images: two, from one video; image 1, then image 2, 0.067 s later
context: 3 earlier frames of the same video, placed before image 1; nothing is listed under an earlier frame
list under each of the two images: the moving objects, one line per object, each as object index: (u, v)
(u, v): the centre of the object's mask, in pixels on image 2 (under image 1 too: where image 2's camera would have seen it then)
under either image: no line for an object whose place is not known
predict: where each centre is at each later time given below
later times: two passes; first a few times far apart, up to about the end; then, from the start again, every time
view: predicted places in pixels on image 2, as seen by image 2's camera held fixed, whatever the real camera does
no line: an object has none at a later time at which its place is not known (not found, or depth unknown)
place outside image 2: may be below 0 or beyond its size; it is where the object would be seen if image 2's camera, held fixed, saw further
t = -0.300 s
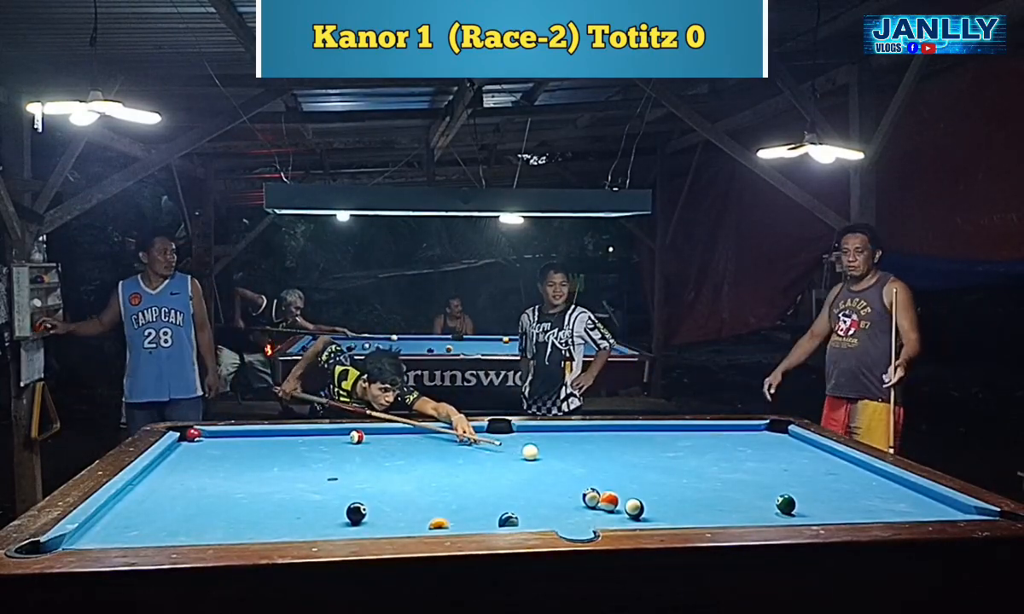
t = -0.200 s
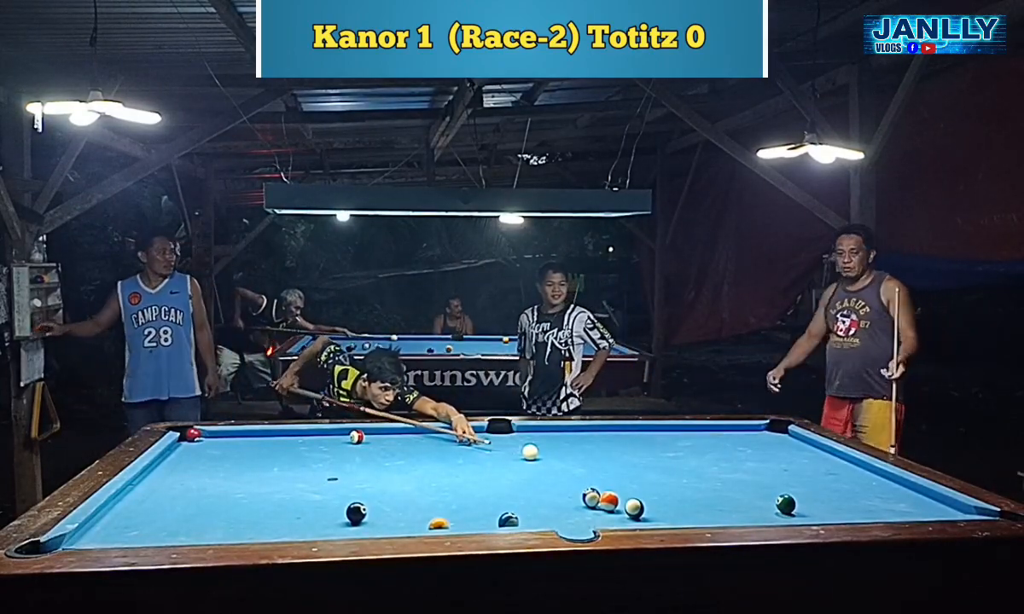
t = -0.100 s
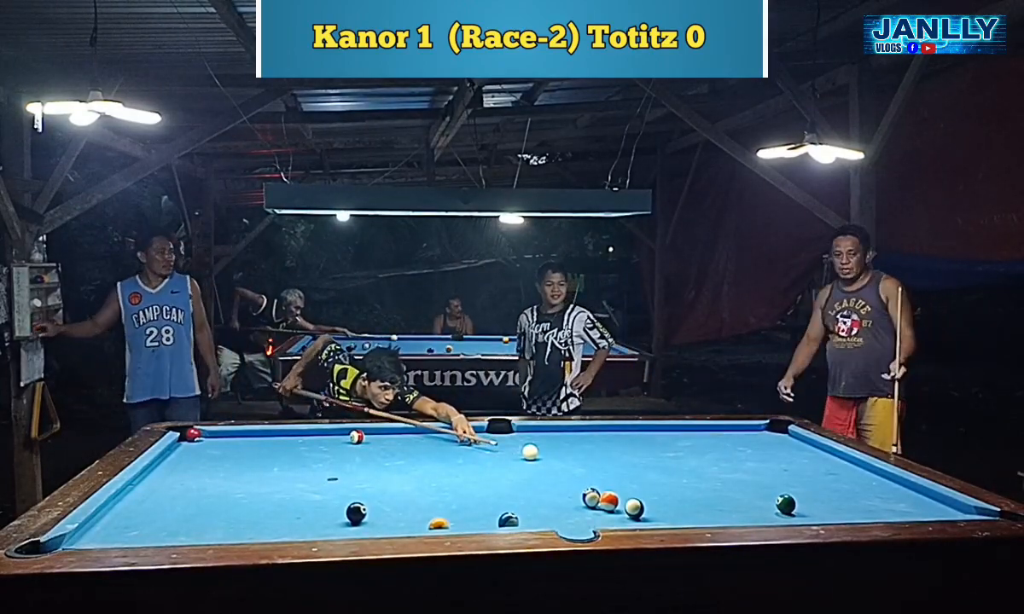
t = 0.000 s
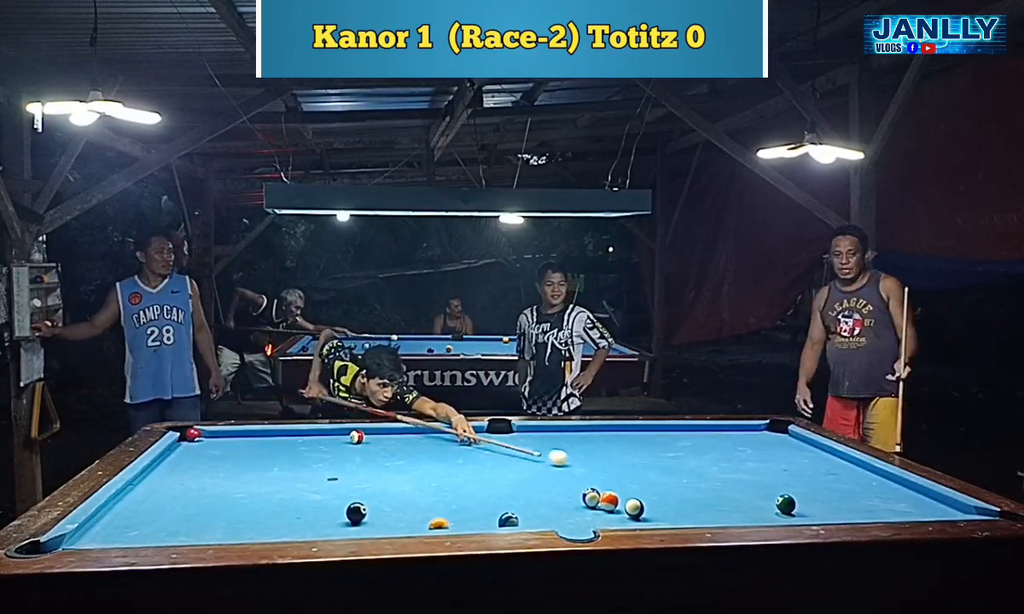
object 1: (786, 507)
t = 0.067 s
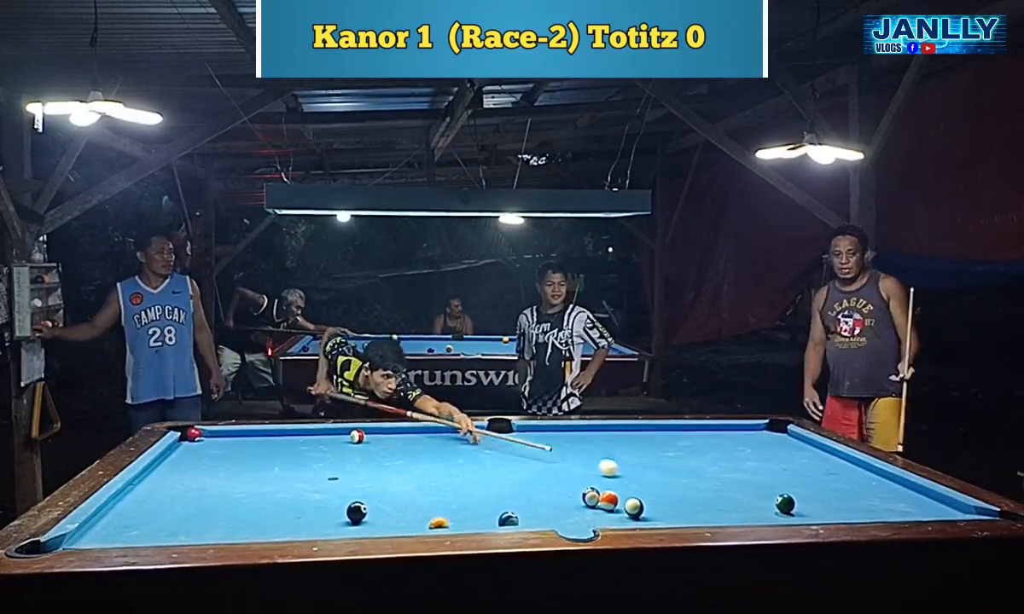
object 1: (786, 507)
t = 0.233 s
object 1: (785, 504)
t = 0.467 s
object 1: (929, 510)
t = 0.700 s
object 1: (955, 509)
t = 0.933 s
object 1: (925, 510)
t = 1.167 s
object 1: (894, 510)
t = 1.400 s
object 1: (865, 509)
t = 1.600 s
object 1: (842, 508)
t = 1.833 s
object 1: (817, 508)
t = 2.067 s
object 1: (793, 507)
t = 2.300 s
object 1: (771, 505)
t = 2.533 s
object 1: (752, 504)
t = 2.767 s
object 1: (734, 503)
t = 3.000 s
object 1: (718, 502)
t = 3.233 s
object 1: (704, 501)
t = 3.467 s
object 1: (691, 501)
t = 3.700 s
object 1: (679, 500)
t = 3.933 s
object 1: (670, 500)
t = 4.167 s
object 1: (662, 500)
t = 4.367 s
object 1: (656, 500)
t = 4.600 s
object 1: (651, 500)
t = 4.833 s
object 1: (648, 500)
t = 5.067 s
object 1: (646, 500)
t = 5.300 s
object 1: (645, 500)
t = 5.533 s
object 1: (645, 500)
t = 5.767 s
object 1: (646, 500)
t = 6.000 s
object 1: (646, 500)
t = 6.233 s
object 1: (646, 500)
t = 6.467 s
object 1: (646, 500)
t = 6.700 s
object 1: (646, 500)
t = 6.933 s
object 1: (646, 500)
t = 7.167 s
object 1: (646, 500)
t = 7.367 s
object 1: (646, 500)
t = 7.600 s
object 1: (646, 500)
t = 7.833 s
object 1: (646, 500)
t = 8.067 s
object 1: (646, 500)
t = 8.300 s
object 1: (646, 500)
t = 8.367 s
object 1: (646, 500)
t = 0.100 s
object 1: (785, 504)
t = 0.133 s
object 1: (785, 504)
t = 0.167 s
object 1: (785, 504)
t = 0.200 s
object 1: (785, 504)
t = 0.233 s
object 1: (785, 504)
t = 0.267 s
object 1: (789, 504)
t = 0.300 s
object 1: (815, 506)
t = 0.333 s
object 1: (839, 508)
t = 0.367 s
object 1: (863, 508)
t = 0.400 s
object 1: (886, 510)
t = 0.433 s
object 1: (907, 510)
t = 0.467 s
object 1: (929, 510)
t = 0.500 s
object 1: (942, 510)
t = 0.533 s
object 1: (951, 509)
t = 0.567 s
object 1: (960, 508)
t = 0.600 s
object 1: (967, 507)
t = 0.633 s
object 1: (963, 508)
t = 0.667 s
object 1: (958, 509)
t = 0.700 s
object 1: (955, 509)
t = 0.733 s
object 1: (951, 510)
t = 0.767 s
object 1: (948, 510)
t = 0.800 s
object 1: (944, 510)
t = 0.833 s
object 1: (939, 510)
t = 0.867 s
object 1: (934, 510)
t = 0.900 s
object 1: (930, 510)
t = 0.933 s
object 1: (925, 510)
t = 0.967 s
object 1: (921, 510)
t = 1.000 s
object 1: (916, 510)
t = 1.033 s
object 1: (912, 510)
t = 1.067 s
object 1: (908, 509)
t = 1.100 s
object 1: (903, 509)
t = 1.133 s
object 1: (899, 509)
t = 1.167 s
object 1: (894, 510)
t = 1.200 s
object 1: (890, 510)
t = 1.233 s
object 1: (886, 509)
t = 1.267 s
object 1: (882, 509)
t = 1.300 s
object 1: (878, 509)
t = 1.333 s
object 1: (874, 509)
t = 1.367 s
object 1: (869, 509)
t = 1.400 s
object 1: (865, 509)
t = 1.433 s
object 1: (861, 509)
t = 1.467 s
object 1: (857, 509)
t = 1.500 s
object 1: (853, 509)
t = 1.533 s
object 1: (850, 509)
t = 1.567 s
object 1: (846, 509)
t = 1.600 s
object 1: (842, 508)
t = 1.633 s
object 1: (838, 509)
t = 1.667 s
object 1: (835, 509)
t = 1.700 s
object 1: (831, 508)
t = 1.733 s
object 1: (828, 508)
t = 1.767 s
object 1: (824, 508)
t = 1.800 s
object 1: (820, 508)
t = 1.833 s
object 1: (817, 508)
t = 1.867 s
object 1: (814, 508)
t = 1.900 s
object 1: (810, 507)
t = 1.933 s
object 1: (807, 507)
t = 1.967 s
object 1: (803, 507)
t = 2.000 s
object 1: (800, 507)
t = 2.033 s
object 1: (797, 507)
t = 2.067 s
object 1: (793, 507)
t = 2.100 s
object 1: (790, 507)
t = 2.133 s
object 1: (787, 506)
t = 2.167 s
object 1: (784, 506)
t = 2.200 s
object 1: (781, 506)
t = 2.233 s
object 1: (778, 506)
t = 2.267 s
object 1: (775, 506)
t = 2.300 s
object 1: (771, 505)
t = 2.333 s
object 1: (769, 505)
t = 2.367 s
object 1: (766, 505)
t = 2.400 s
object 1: (763, 505)
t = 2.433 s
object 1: (760, 505)
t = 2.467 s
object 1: (757, 505)
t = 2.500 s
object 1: (754, 505)
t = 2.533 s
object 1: (752, 504)
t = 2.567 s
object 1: (749, 504)
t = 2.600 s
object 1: (746, 504)
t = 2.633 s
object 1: (744, 504)
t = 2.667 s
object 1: (741, 503)
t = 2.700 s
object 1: (739, 503)
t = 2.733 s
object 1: (736, 503)
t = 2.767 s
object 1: (734, 503)
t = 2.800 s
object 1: (731, 503)
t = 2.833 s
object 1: (729, 503)
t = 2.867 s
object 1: (727, 503)
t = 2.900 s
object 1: (724, 502)
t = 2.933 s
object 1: (722, 502)
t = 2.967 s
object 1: (719, 502)
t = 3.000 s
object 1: (718, 502)
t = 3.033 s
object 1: (715, 502)
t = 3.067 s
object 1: (713, 502)
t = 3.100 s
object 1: (711, 502)
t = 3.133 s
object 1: (709, 502)
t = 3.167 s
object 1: (707, 501)
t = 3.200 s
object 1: (706, 501)
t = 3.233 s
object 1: (704, 501)
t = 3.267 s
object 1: (702, 501)
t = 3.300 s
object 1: (700, 501)
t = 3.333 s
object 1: (698, 501)
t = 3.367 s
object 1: (696, 501)
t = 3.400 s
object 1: (695, 501)
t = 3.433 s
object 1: (693, 501)
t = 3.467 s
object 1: (691, 501)
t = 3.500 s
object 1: (689, 501)
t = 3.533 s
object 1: (688, 501)
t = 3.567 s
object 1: (686, 501)
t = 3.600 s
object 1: (684, 500)
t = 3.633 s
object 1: (683, 500)
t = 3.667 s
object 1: (681, 500)
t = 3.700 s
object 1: (679, 500)
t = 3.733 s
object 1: (678, 500)
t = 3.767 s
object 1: (676, 500)
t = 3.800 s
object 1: (675, 500)
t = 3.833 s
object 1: (674, 500)
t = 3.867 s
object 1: (672, 500)
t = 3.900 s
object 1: (671, 500)
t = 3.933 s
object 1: (670, 500)
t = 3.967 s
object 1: (668, 500)
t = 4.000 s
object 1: (667, 500)
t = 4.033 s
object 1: (666, 500)
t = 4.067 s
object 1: (665, 500)
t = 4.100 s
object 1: (664, 500)
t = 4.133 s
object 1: (663, 500)
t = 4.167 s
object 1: (662, 500)
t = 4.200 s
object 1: (660, 500)
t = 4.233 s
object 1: (659, 500)
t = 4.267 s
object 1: (659, 500)
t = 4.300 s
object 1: (658, 500)
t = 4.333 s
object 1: (657, 500)
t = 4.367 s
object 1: (656, 500)
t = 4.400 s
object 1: (655, 500)
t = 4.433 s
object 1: (654, 500)
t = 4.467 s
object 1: (653, 500)
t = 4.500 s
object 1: (653, 500)
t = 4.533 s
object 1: (652, 500)
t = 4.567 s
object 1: (651, 500)
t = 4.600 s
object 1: (651, 500)
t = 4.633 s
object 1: (650, 500)
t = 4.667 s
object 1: (650, 500)
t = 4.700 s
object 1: (649, 500)
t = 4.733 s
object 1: (649, 500)
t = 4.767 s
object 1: (648, 500)
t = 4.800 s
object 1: (648, 500)
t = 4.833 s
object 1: (648, 500)
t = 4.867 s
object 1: (647, 500)
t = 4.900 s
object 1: (647, 500)
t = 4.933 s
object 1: (647, 500)
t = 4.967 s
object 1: (647, 500)
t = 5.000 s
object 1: (646, 500)
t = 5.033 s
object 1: (646, 500)
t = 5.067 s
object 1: (646, 500)
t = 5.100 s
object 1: (645, 500)
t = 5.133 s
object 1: (645, 500)
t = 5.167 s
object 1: (645, 500)
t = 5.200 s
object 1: (645, 500)
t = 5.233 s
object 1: (645, 500)
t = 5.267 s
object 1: (645, 500)
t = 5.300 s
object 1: (645, 500)
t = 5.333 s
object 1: (645, 500)
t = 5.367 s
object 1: (645, 500)
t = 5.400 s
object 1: (645, 500)
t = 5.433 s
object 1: (645, 500)
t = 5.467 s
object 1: (645, 500)
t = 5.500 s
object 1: (645, 500)
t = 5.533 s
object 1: (645, 500)
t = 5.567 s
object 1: (645, 500)
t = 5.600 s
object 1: (646, 500)
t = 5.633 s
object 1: (646, 500)
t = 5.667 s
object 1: (646, 500)
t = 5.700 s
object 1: (646, 500)
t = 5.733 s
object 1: (646, 500)
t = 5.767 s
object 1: (646, 500)
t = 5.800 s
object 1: (646, 500)
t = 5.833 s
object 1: (646, 500)
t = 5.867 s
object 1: (646, 500)
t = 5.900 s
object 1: (646, 500)
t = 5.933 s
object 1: (646, 500)
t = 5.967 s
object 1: (646, 500)
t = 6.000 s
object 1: (646, 500)
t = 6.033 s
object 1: (646, 500)
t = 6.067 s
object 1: (646, 500)
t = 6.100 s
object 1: (646, 500)
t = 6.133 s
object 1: (646, 500)
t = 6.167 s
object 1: (646, 500)
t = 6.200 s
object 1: (646, 500)
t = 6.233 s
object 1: (646, 500)
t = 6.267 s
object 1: (646, 500)
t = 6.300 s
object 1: (646, 500)
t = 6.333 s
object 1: (646, 500)
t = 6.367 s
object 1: (646, 500)
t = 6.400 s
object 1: (646, 500)
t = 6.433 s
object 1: (646, 500)
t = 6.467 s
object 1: (646, 500)
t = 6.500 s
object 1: (646, 500)
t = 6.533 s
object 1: (646, 500)
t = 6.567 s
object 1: (646, 500)
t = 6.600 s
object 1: (646, 500)
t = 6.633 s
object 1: (646, 500)
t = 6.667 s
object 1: (646, 500)
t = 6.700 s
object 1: (646, 500)
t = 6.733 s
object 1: (646, 500)
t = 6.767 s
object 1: (646, 500)
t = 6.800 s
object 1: (646, 500)
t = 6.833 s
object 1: (646, 500)
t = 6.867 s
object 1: (646, 500)
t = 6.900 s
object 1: (646, 500)
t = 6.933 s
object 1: (646, 500)
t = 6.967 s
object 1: (646, 500)
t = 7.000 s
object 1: (646, 500)
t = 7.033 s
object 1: (646, 500)
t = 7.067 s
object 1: (646, 500)
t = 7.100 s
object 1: (646, 500)
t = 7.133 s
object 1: (646, 500)
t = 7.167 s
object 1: (646, 500)
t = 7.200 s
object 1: (646, 500)
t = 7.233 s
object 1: (646, 500)
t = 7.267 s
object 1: (646, 500)
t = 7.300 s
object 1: (646, 500)
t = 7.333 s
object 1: (646, 500)
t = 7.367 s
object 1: (646, 500)
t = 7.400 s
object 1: (646, 500)
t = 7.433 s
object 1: (646, 500)
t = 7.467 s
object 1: (646, 500)
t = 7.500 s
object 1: (646, 500)
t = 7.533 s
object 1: (646, 500)
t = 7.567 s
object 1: (646, 500)
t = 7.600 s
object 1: (646, 500)
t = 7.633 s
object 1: (646, 500)
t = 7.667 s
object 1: (646, 500)
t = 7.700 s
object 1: (646, 500)
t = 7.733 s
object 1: (646, 500)
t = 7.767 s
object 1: (646, 500)
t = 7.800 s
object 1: (646, 500)
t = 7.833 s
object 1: (646, 500)
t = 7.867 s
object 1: (646, 500)
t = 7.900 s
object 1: (646, 500)
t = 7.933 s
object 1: (646, 500)
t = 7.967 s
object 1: (646, 500)
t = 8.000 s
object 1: (646, 500)
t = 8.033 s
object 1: (646, 500)
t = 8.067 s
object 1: (646, 500)
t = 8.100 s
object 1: (646, 500)
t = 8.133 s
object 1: (646, 500)
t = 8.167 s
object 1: (646, 500)
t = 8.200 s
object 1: (646, 500)
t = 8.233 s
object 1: (646, 500)
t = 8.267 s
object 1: (646, 500)
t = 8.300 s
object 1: (646, 500)
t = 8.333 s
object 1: (646, 500)
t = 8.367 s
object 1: (646, 500)
